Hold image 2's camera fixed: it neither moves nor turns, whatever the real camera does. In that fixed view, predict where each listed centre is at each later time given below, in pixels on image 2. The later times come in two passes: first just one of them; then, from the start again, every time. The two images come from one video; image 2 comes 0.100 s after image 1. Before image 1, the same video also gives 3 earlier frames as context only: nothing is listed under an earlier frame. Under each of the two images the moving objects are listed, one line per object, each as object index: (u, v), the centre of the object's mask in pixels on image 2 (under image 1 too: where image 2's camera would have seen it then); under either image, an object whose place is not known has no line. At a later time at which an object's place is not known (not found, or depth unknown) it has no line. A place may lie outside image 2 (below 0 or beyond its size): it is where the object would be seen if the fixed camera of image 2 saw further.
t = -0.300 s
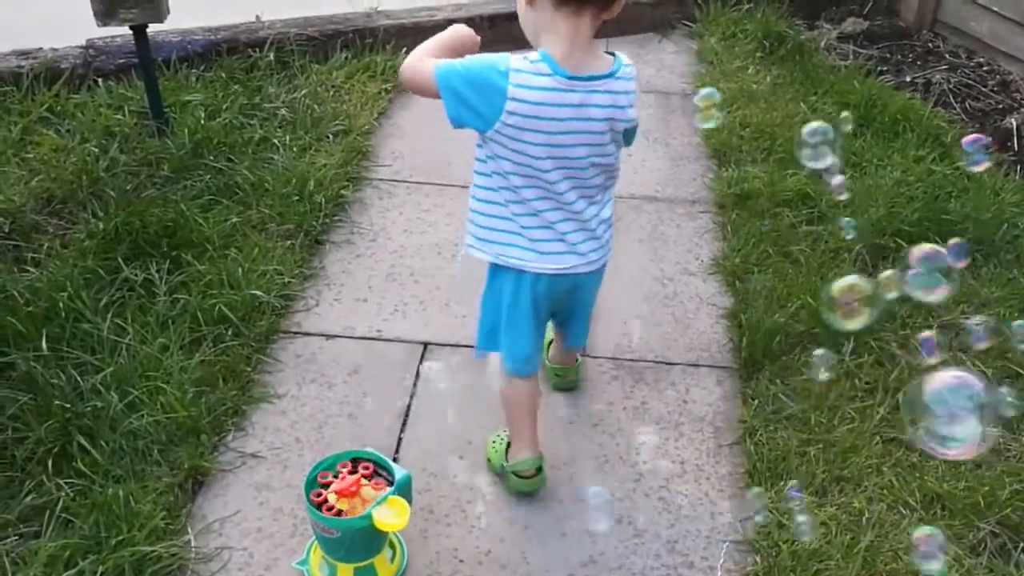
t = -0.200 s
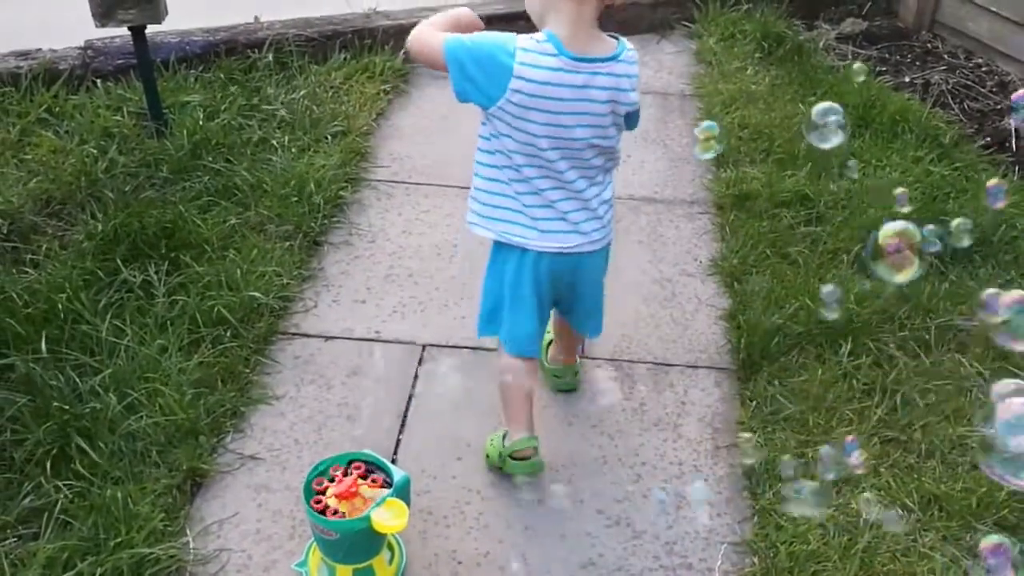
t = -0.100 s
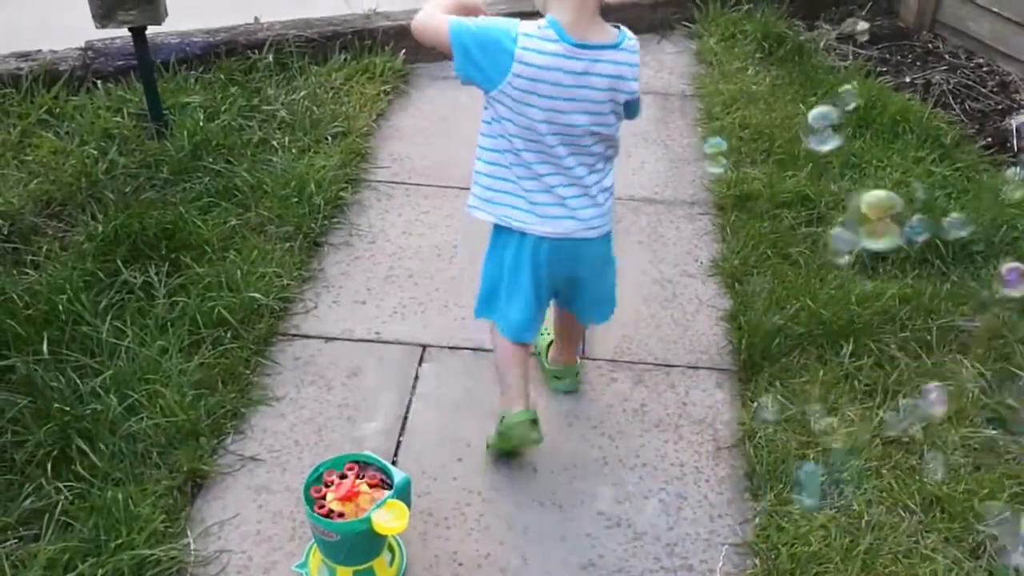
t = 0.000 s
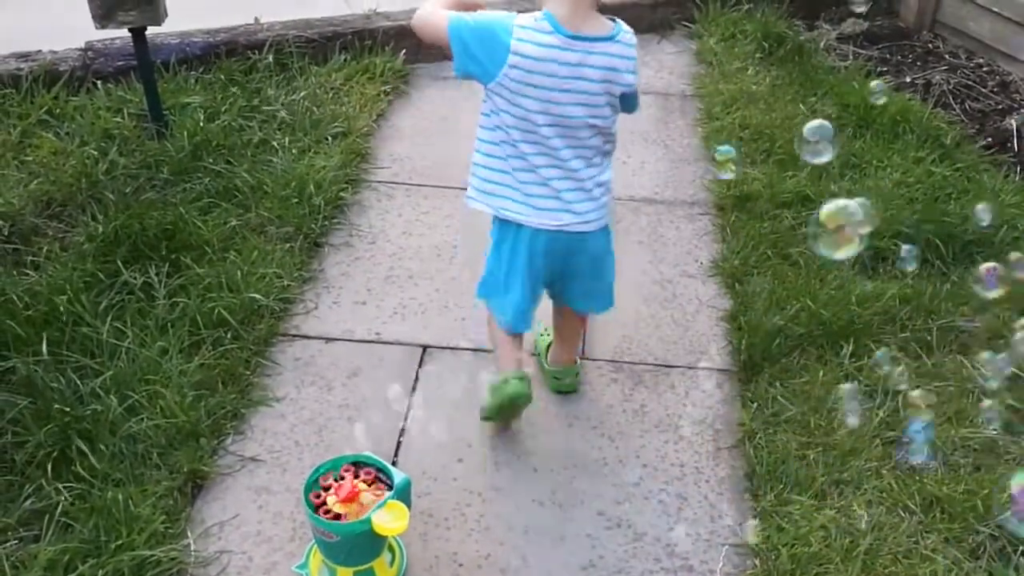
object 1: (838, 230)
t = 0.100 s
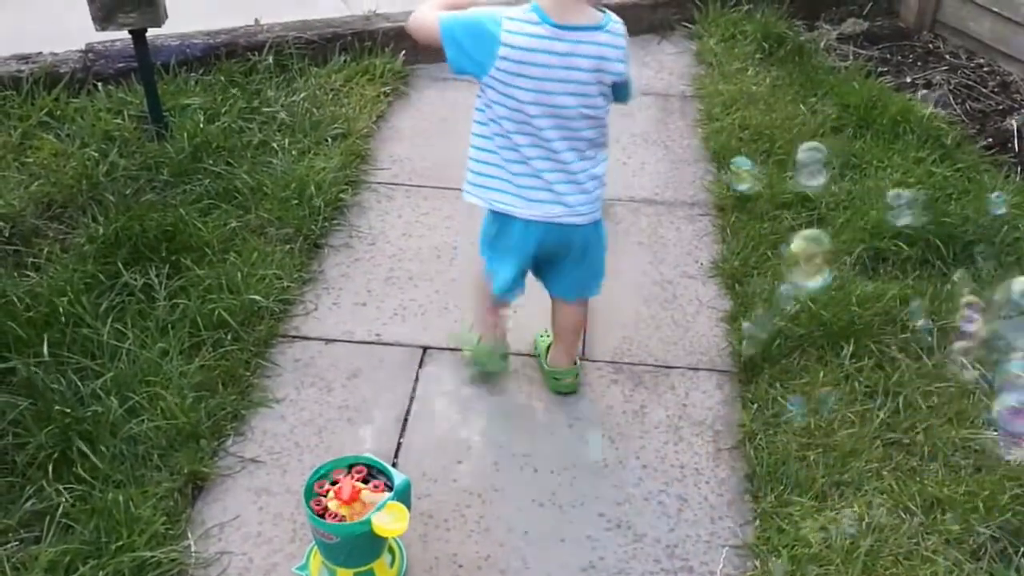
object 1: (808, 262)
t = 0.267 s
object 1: (772, 320)
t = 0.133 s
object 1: (801, 271)
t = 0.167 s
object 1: (794, 281)
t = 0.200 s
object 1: (786, 294)
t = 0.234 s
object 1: (779, 306)
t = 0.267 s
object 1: (772, 320)
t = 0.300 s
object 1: (766, 334)
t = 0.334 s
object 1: (761, 347)
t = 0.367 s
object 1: (755, 361)
